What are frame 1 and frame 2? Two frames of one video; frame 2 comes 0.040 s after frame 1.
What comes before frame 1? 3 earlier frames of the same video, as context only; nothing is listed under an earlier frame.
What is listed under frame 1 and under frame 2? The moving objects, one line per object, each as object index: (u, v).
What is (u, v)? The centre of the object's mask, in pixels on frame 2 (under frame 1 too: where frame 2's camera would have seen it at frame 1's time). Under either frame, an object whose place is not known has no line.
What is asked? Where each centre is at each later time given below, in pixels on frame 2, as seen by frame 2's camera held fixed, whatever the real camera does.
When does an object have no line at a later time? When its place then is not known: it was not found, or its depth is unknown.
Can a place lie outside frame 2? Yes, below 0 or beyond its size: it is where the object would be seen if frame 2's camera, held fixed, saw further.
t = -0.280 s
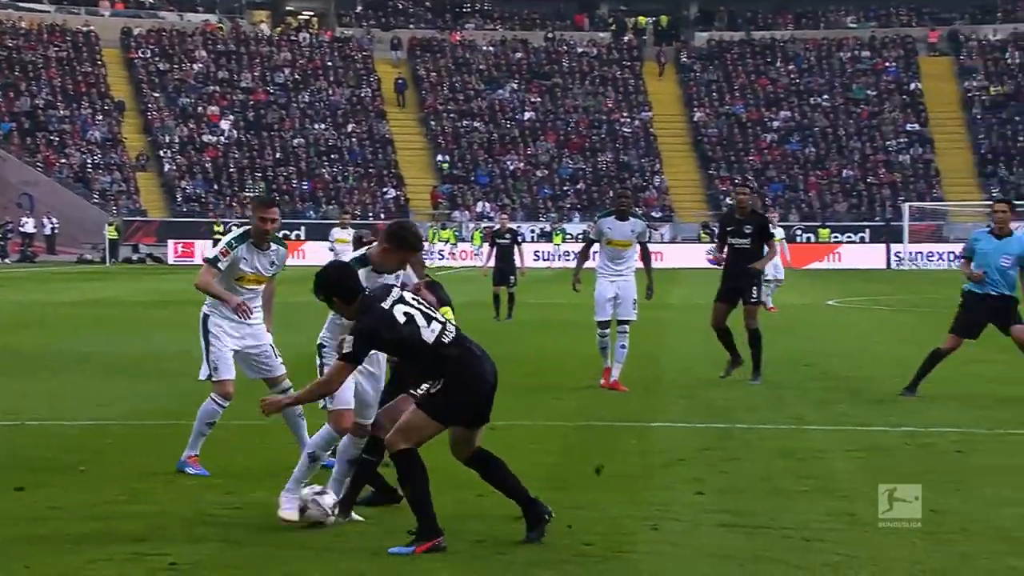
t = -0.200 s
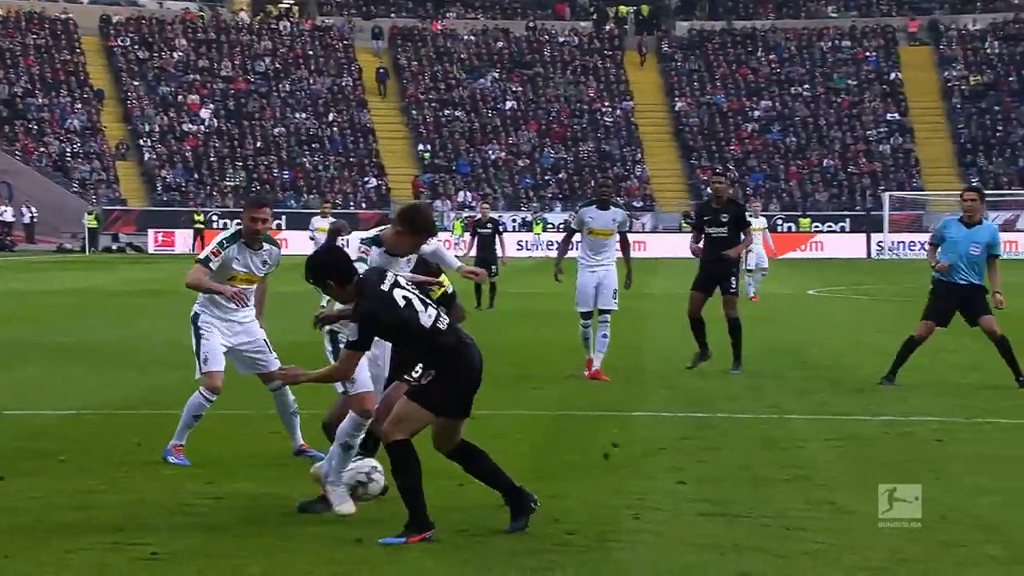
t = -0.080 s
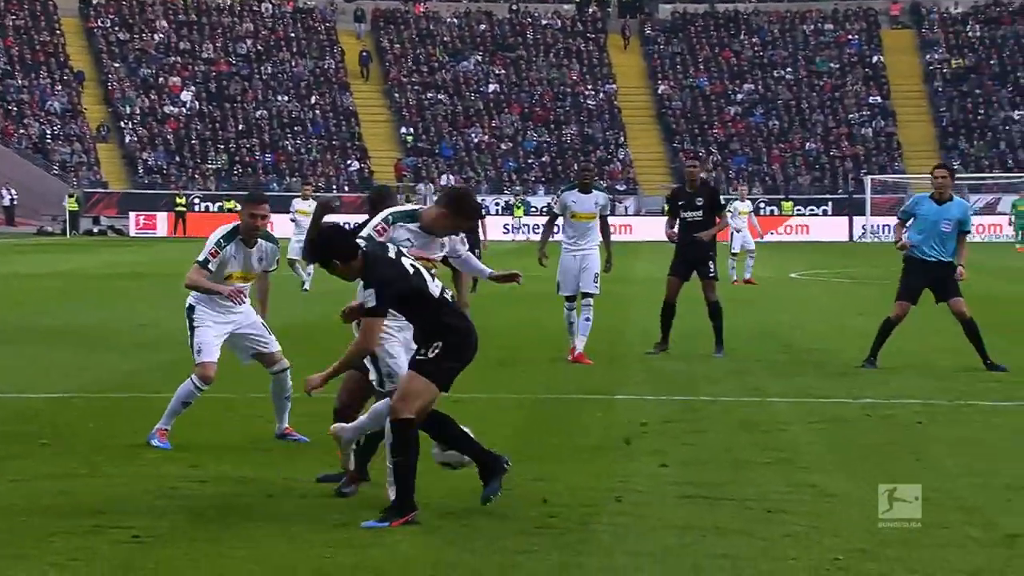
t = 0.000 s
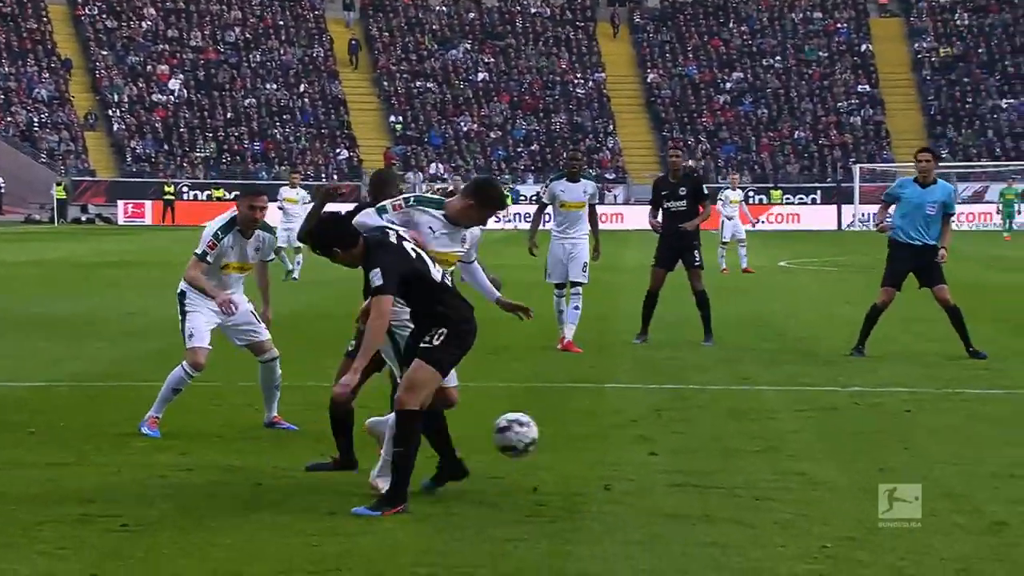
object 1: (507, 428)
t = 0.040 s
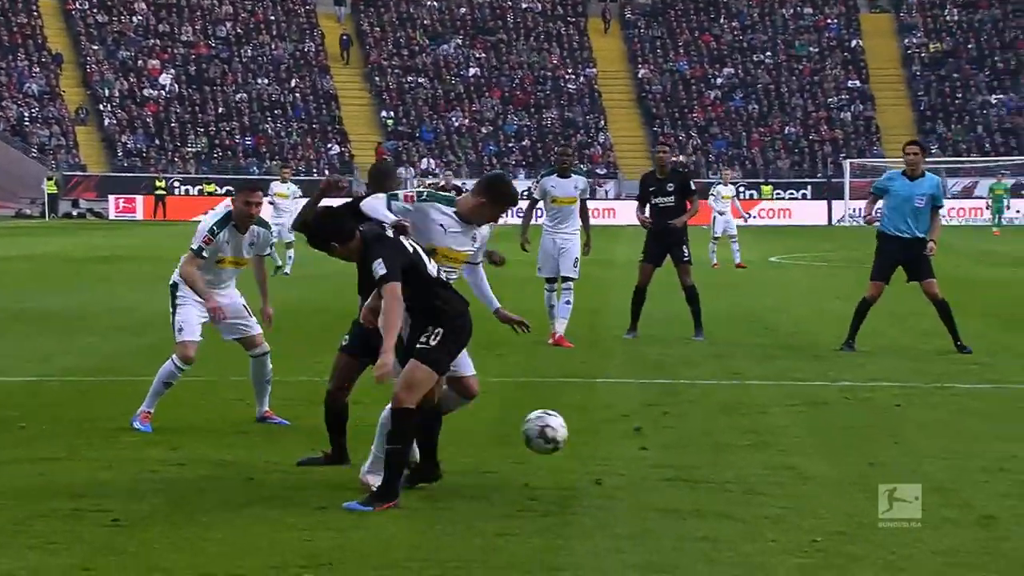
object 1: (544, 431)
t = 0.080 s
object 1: (580, 436)
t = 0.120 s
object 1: (616, 445)
